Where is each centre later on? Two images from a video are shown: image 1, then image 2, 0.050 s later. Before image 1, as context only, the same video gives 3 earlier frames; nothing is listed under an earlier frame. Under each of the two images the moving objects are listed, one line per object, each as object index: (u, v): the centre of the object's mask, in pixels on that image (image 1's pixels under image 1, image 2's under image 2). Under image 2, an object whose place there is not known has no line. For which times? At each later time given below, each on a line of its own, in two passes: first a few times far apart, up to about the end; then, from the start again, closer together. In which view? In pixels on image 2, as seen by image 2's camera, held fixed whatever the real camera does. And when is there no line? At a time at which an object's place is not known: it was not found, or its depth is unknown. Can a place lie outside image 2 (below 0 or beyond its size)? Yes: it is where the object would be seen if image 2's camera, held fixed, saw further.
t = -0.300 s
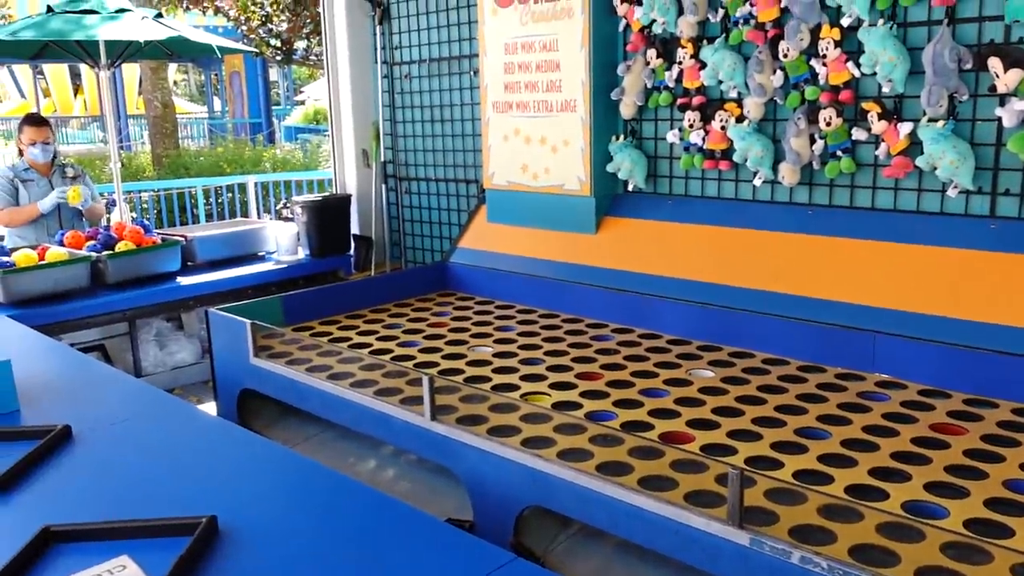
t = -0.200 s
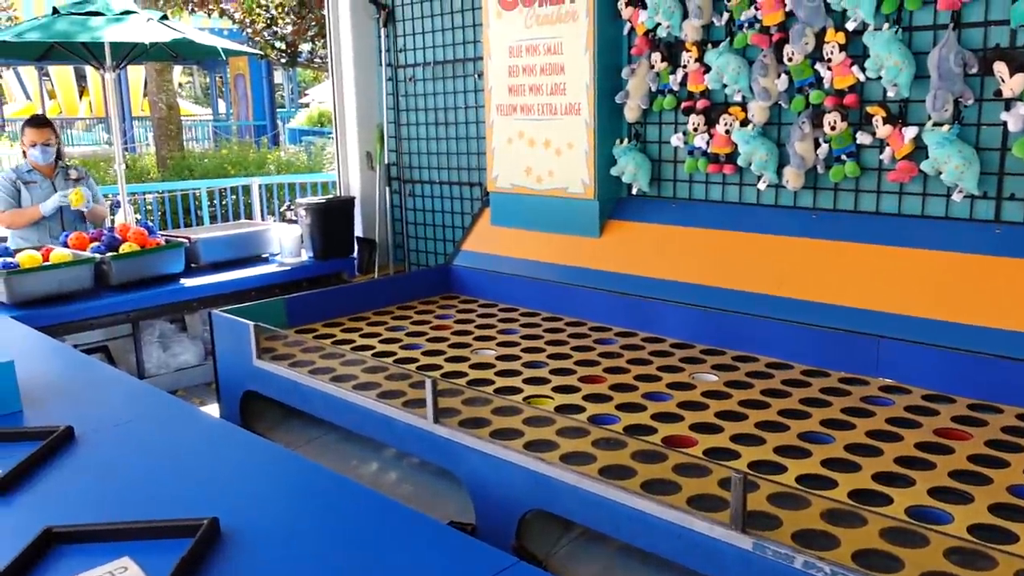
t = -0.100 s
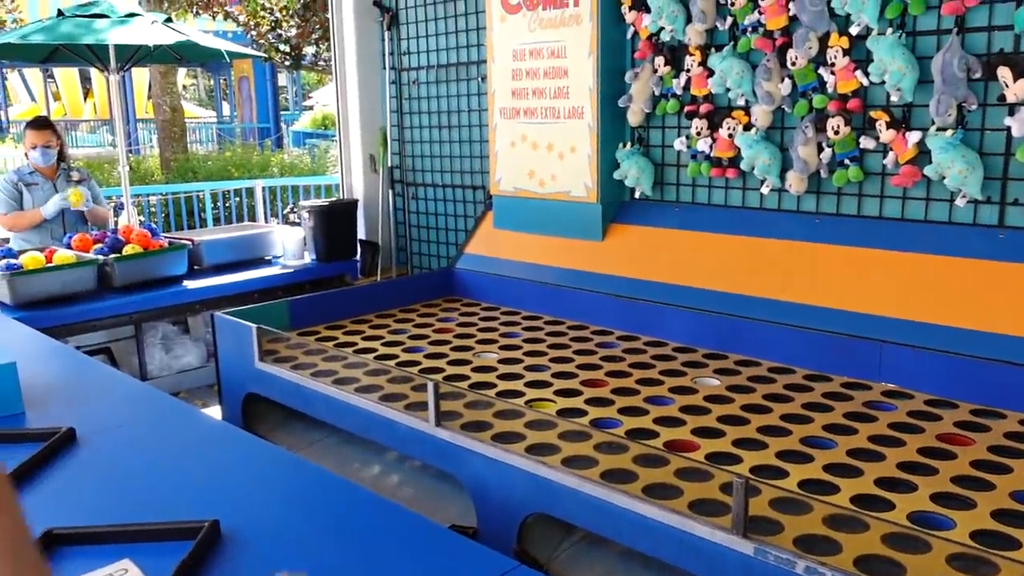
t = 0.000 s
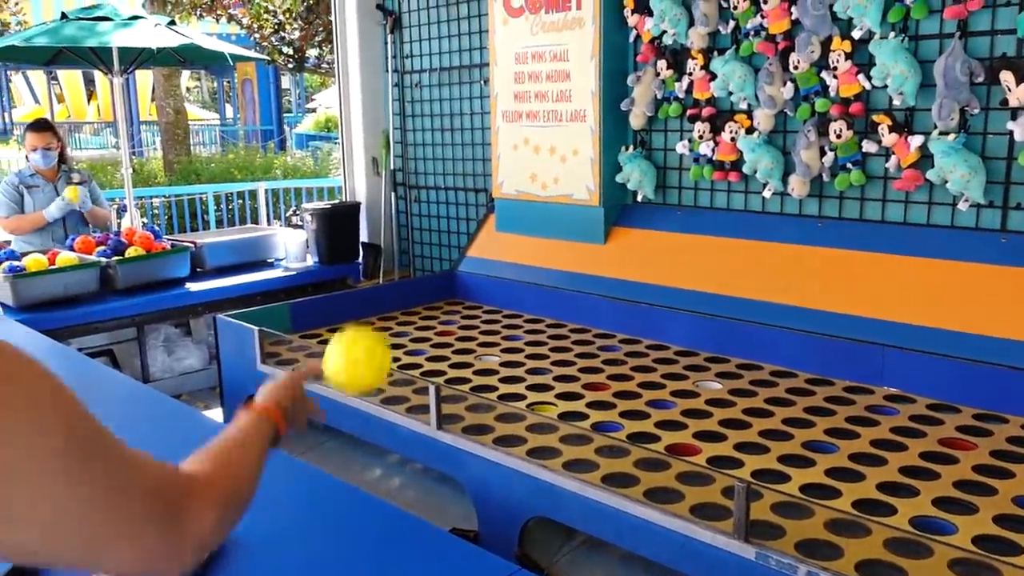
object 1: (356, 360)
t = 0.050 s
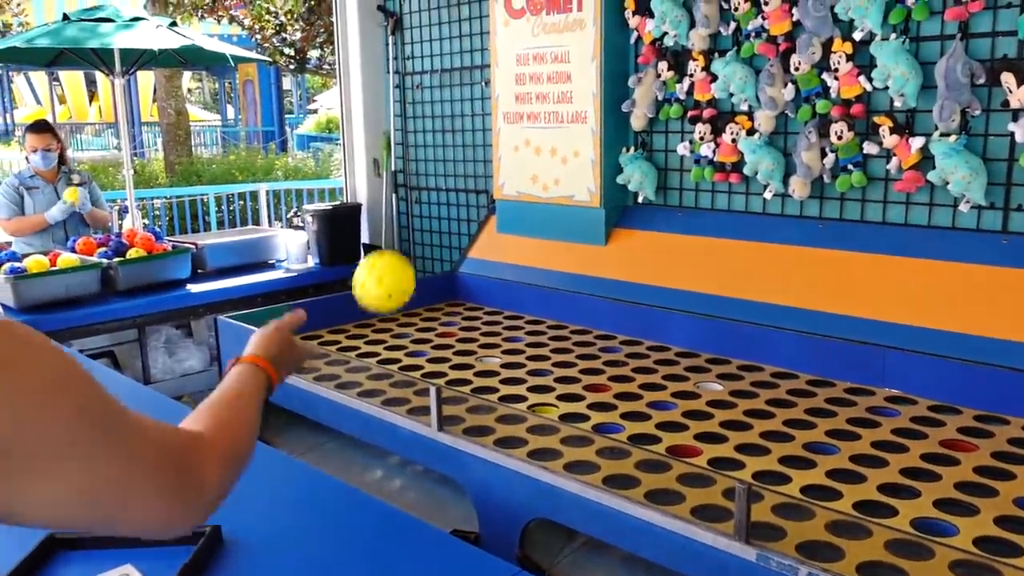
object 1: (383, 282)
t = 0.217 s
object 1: (442, 182)
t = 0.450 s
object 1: (491, 262)
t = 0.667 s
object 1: (507, 323)
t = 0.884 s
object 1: (497, 319)
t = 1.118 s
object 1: (548, 420)
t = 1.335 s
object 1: (639, 416)
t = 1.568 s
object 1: (729, 402)
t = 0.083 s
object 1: (398, 245)
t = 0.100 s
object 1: (404, 230)
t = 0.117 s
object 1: (411, 217)
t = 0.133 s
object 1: (417, 207)
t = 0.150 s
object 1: (422, 198)
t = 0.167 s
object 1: (428, 192)
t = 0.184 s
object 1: (433, 187)
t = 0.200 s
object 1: (437, 184)
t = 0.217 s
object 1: (442, 182)
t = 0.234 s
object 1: (447, 181)
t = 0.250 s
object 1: (451, 182)
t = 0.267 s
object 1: (455, 184)
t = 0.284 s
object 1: (459, 187)
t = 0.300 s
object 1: (462, 191)
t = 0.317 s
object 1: (466, 196)
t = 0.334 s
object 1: (470, 202)
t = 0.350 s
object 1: (473, 209)
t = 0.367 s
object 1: (477, 216)
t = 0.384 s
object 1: (479, 224)
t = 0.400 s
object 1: (482, 232)
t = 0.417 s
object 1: (485, 241)
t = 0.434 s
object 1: (488, 251)
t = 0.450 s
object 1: (491, 262)
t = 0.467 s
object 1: (494, 273)
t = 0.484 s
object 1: (497, 284)
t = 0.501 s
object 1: (499, 294)
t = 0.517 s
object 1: (501, 305)
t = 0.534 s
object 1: (504, 318)
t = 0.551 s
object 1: (507, 330)
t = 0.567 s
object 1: (509, 342)
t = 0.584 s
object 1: (512, 354)
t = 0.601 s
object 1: (512, 349)
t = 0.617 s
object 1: (511, 341)
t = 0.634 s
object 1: (510, 335)
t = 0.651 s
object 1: (508, 329)
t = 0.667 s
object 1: (507, 323)
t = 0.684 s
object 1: (506, 318)
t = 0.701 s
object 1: (505, 314)
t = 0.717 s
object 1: (504, 310)
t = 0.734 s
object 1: (504, 307)
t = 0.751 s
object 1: (503, 305)
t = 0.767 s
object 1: (502, 304)
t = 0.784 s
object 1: (501, 304)
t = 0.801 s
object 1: (500, 304)
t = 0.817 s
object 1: (500, 305)
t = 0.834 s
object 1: (499, 307)
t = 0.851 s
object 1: (498, 310)
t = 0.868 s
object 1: (498, 314)
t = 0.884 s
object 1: (497, 319)
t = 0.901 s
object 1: (497, 325)
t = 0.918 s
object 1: (496, 332)
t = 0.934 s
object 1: (496, 340)
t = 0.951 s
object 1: (495, 350)
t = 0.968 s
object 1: (495, 360)
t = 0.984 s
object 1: (495, 372)
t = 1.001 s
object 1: (495, 384)
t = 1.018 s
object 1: (500, 390)
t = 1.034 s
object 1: (509, 393)
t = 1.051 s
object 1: (517, 397)
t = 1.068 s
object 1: (526, 401)
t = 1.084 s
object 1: (532, 412)
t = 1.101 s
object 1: (541, 418)
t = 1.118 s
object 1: (548, 420)
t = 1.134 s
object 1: (556, 414)
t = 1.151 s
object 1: (563, 408)
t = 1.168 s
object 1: (570, 405)
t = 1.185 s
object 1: (576, 403)
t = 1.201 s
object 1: (583, 400)
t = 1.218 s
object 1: (590, 398)
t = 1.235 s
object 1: (597, 398)
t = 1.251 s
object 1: (604, 399)
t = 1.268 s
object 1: (611, 401)
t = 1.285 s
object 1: (618, 403)
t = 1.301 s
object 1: (625, 406)
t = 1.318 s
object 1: (631, 410)
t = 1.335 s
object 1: (639, 416)
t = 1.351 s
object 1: (645, 412)
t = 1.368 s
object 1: (652, 408)
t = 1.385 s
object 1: (658, 405)
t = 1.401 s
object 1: (665, 403)
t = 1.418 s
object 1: (671, 401)
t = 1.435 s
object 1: (678, 401)
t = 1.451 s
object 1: (685, 401)
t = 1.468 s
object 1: (691, 403)
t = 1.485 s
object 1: (698, 405)
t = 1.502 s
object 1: (704, 409)
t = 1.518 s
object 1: (711, 408)
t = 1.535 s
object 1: (717, 405)
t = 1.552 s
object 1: (723, 403)
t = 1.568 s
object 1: (729, 402)
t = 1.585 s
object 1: (735, 402)
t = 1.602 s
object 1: (741, 402)
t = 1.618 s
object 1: (747, 403)
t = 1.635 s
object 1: (754, 405)
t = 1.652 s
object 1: (758, 403)
